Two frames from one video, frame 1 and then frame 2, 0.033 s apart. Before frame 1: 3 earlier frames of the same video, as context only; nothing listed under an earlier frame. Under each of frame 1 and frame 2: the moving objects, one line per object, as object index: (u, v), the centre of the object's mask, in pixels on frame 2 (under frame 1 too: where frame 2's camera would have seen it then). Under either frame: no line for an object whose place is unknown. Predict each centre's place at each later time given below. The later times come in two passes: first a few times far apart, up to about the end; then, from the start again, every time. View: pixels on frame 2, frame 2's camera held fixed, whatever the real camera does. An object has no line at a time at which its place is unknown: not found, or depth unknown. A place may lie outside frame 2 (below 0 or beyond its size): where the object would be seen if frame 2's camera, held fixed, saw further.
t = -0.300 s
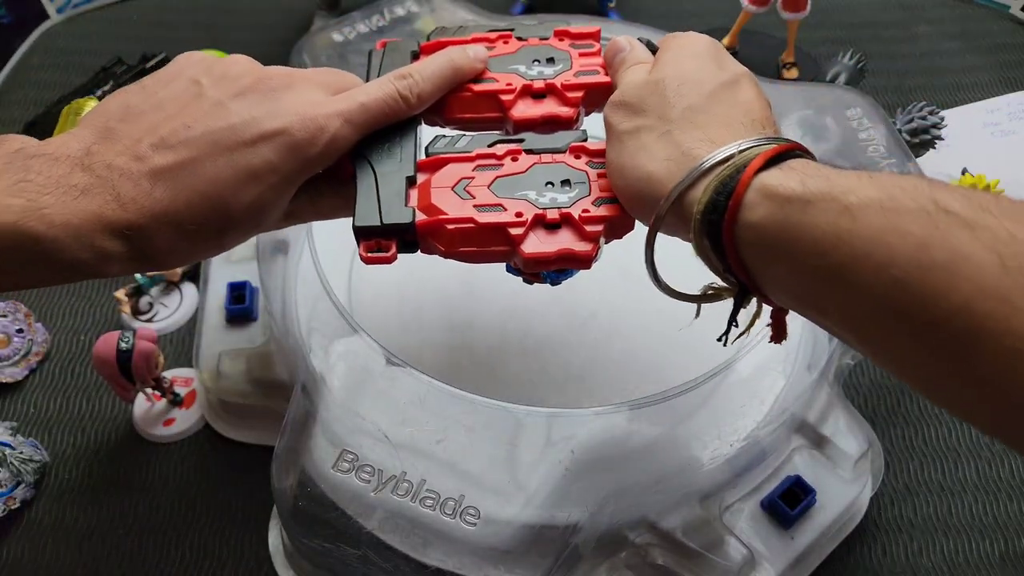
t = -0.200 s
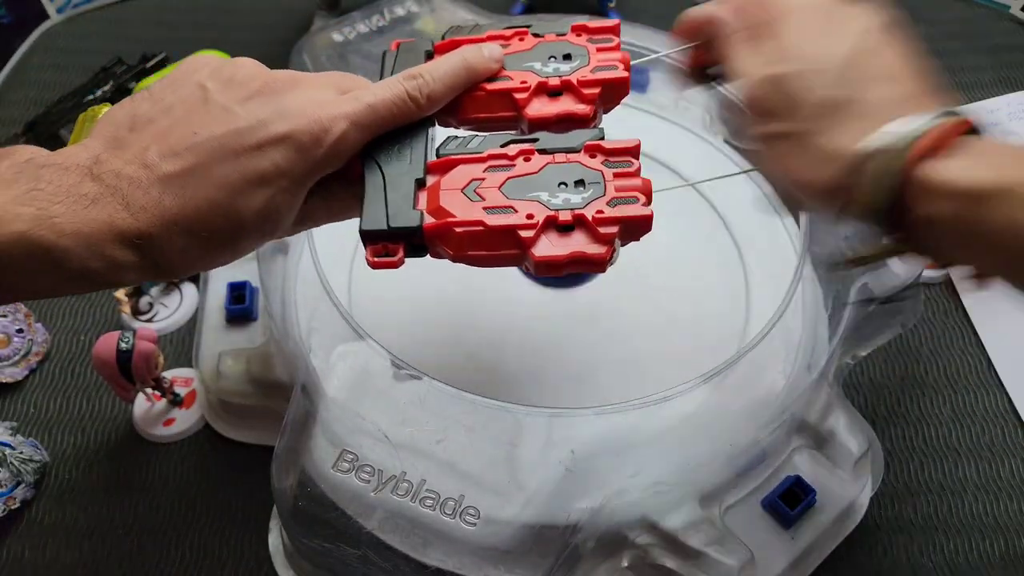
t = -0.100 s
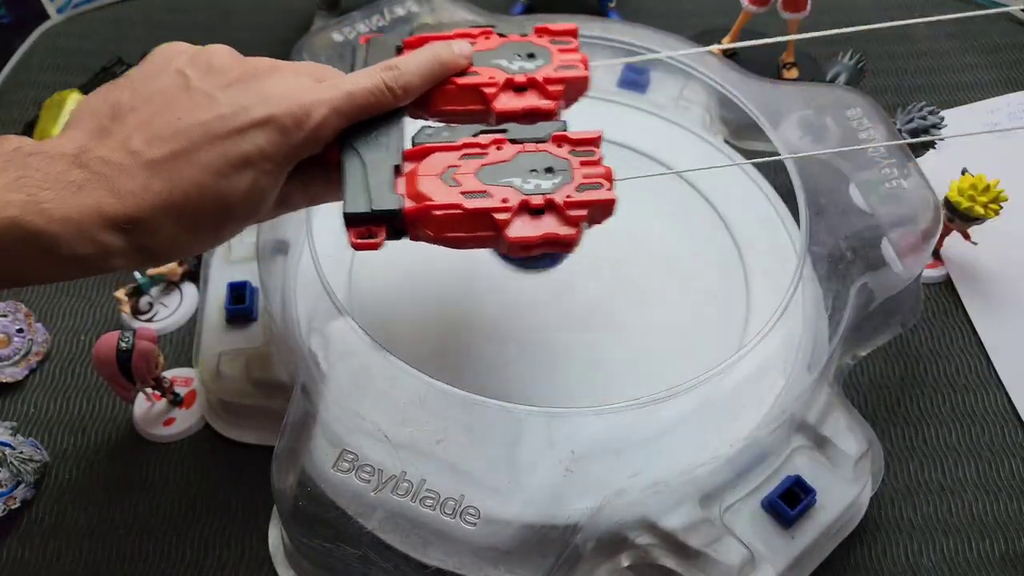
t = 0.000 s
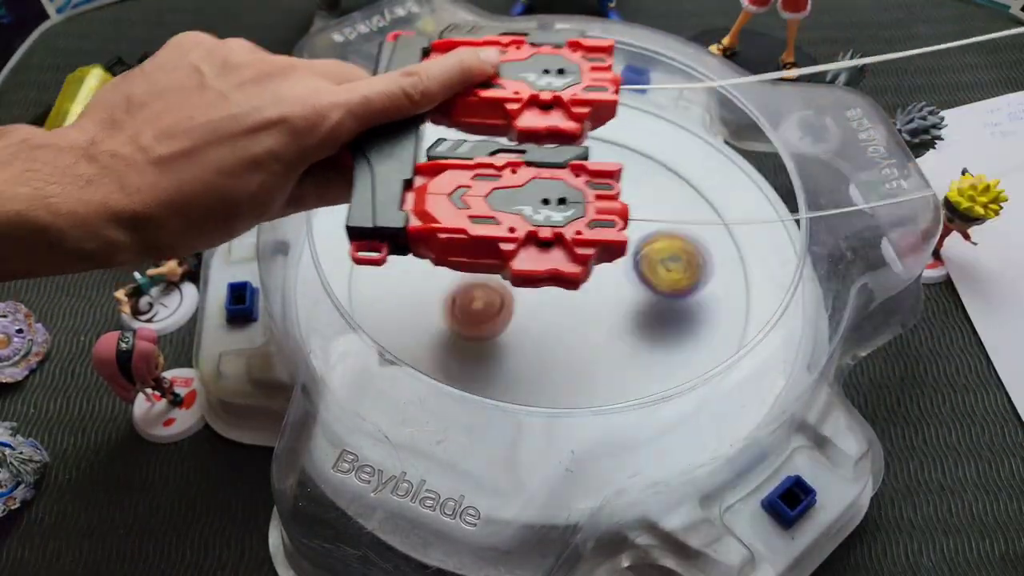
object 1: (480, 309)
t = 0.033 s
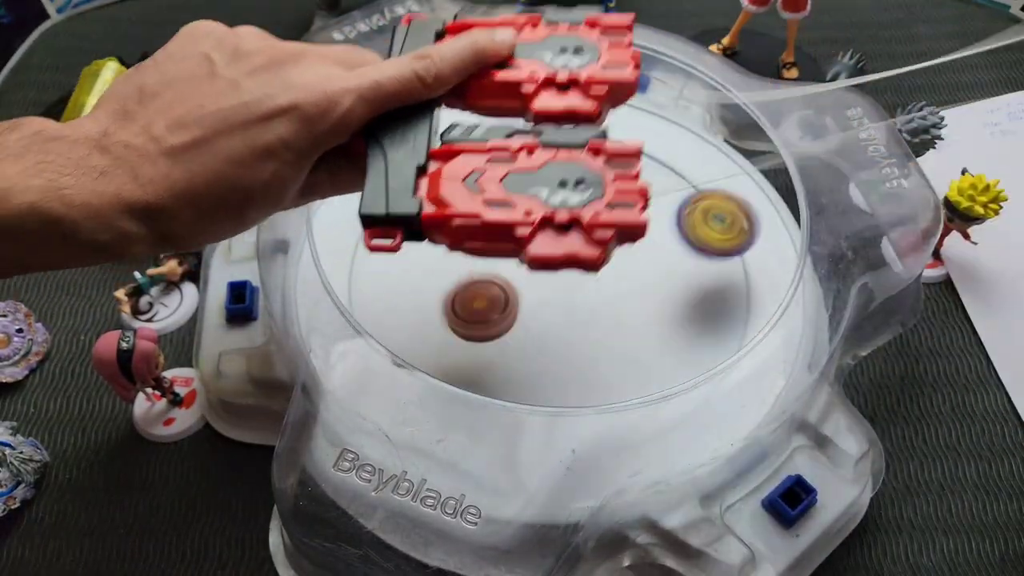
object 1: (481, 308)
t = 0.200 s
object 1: (517, 453)
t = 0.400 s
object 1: (663, 448)
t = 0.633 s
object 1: (717, 281)
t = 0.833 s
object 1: (516, 184)
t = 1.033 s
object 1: (355, 266)
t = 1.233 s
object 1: (501, 420)
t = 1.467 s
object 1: (691, 281)
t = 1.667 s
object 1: (561, 142)
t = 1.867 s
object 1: (389, 186)
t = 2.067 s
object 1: (412, 339)
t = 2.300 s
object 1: (665, 306)
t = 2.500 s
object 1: (639, 141)
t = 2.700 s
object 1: (462, 137)
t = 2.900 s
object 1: (439, 295)
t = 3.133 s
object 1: (684, 330)
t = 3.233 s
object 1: (741, 254)
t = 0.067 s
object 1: (485, 316)
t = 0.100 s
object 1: (491, 338)
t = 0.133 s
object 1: (499, 368)
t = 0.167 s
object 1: (503, 416)
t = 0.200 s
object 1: (517, 453)
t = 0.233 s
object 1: (534, 468)
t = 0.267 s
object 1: (558, 483)
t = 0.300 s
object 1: (586, 479)
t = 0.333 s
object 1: (612, 469)
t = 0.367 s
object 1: (637, 459)
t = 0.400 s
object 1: (663, 448)
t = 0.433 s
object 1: (690, 437)
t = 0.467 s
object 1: (716, 421)
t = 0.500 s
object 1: (737, 398)
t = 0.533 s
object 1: (744, 368)
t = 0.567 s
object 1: (731, 332)
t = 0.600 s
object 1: (732, 311)
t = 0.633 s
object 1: (717, 281)
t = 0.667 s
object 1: (694, 253)
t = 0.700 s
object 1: (663, 229)
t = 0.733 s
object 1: (628, 210)
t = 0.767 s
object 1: (592, 196)
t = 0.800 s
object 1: (554, 187)
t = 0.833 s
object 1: (516, 184)
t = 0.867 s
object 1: (481, 185)
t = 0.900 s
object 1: (447, 193)
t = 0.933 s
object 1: (415, 204)
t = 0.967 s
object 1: (388, 220)
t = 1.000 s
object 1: (361, 242)
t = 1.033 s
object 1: (355, 266)
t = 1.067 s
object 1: (368, 297)
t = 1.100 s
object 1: (387, 324)
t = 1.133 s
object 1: (407, 347)
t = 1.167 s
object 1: (436, 367)
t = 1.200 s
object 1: (459, 406)
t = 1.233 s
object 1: (501, 420)
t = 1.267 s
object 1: (545, 426)
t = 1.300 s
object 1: (589, 417)
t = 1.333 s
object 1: (626, 398)
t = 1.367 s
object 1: (653, 369)
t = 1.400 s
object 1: (678, 346)
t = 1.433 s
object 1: (689, 315)
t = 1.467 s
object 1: (691, 281)
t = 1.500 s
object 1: (683, 249)
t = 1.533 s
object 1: (668, 220)
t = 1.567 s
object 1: (647, 196)
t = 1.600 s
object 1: (622, 173)
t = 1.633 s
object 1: (592, 155)
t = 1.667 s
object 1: (561, 142)
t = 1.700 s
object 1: (529, 131)
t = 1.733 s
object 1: (494, 126)
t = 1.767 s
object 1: (462, 127)
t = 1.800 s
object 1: (435, 144)
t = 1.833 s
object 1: (407, 161)
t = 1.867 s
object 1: (389, 186)
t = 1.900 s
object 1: (373, 214)
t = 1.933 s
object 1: (361, 240)
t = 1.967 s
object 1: (358, 267)
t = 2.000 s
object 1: (367, 293)
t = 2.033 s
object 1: (386, 318)
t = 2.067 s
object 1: (412, 339)
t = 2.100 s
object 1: (447, 359)
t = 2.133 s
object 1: (489, 371)
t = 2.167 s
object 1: (532, 376)
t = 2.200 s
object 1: (575, 372)
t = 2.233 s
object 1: (612, 355)
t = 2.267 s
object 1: (641, 334)
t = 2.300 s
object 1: (665, 306)
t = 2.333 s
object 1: (678, 276)
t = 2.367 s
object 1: (683, 247)
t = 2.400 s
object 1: (682, 217)
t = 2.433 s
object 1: (673, 189)
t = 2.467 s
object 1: (659, 163)
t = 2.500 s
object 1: (639, 141)
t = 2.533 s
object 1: (613, 125)
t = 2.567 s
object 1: (581, 122)
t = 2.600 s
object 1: (550, 119)
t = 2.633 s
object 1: (518, 118)
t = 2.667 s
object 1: (489, 126)
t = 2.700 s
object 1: (462, 137)
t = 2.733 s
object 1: (438, 155)
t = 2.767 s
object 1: (421, 176)
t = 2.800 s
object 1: (412, 203)
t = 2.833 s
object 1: (411, 233)
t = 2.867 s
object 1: (420, 264)
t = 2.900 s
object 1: (439, 295)
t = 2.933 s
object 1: (463, 320)
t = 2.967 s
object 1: (496, 341)
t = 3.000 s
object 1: (532, 353)
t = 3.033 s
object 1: (571, 359)
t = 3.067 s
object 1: (611, 356)
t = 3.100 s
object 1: (649, 346)
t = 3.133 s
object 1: (684, 330)
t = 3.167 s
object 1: (711, 309)
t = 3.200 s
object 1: (731, 283)
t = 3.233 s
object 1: (741, 254)
